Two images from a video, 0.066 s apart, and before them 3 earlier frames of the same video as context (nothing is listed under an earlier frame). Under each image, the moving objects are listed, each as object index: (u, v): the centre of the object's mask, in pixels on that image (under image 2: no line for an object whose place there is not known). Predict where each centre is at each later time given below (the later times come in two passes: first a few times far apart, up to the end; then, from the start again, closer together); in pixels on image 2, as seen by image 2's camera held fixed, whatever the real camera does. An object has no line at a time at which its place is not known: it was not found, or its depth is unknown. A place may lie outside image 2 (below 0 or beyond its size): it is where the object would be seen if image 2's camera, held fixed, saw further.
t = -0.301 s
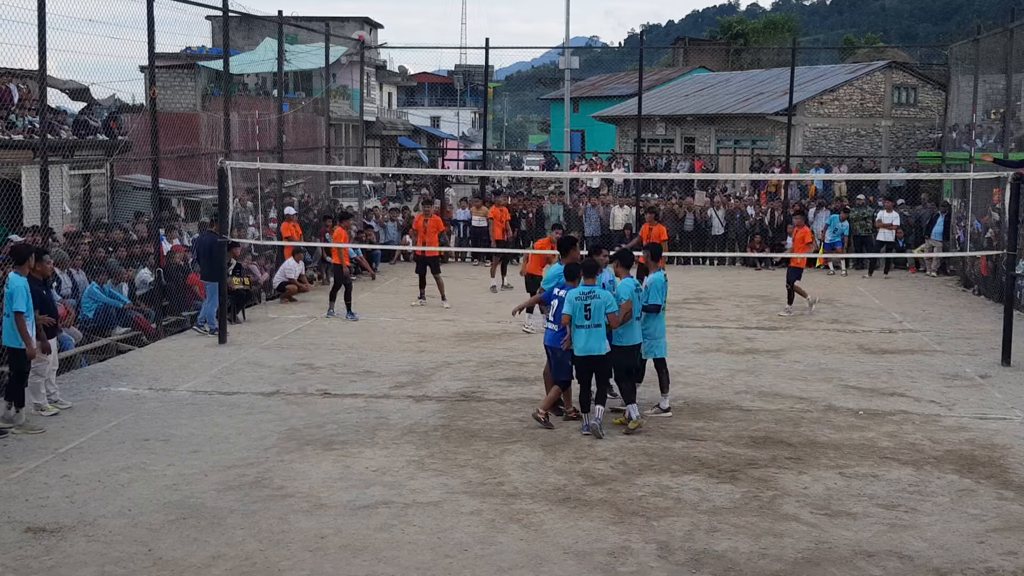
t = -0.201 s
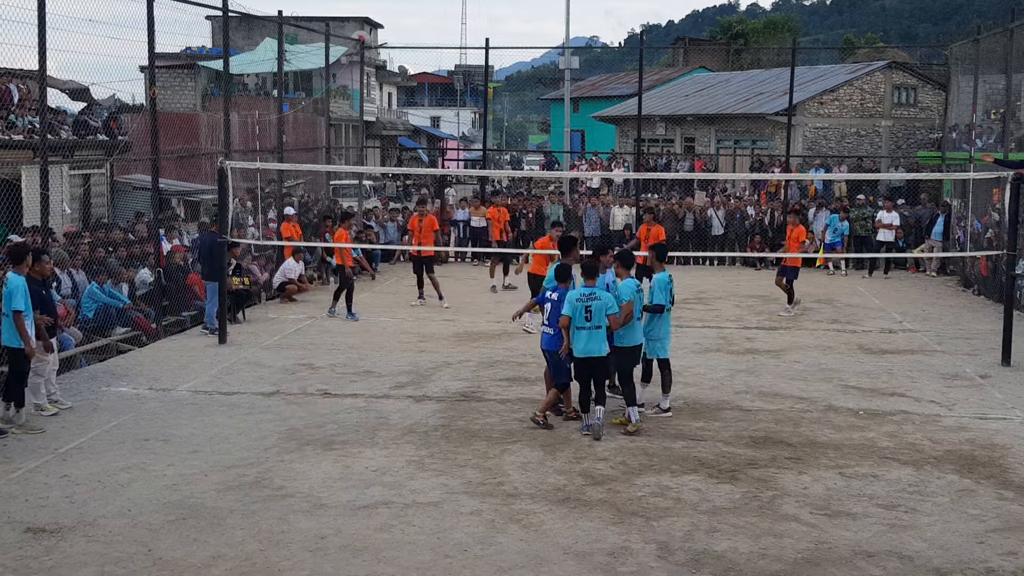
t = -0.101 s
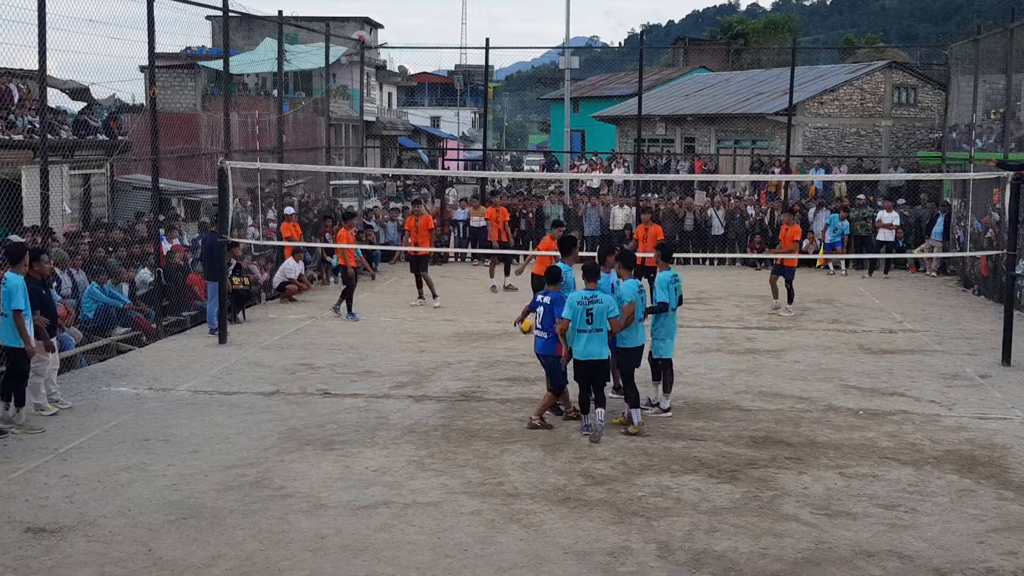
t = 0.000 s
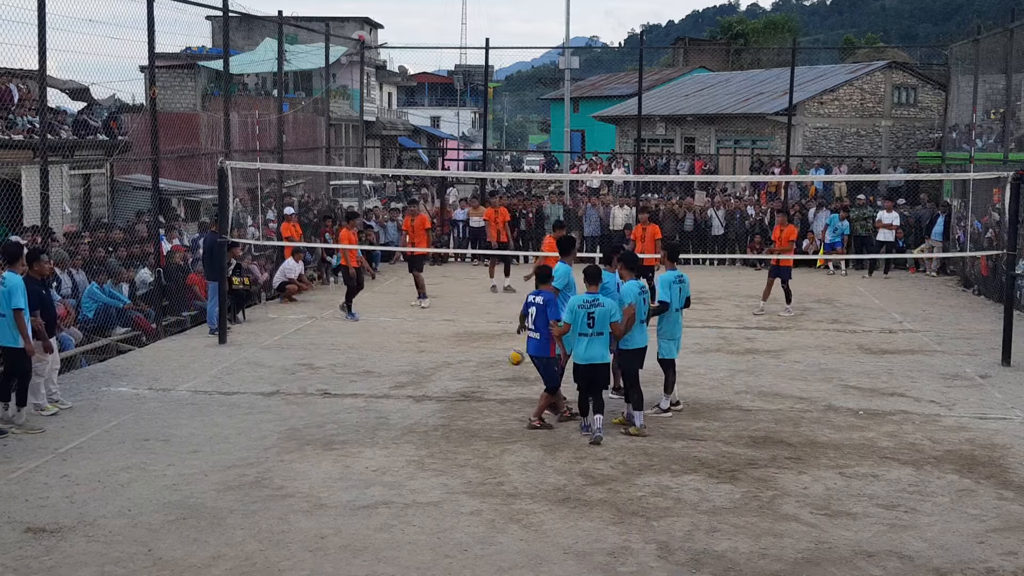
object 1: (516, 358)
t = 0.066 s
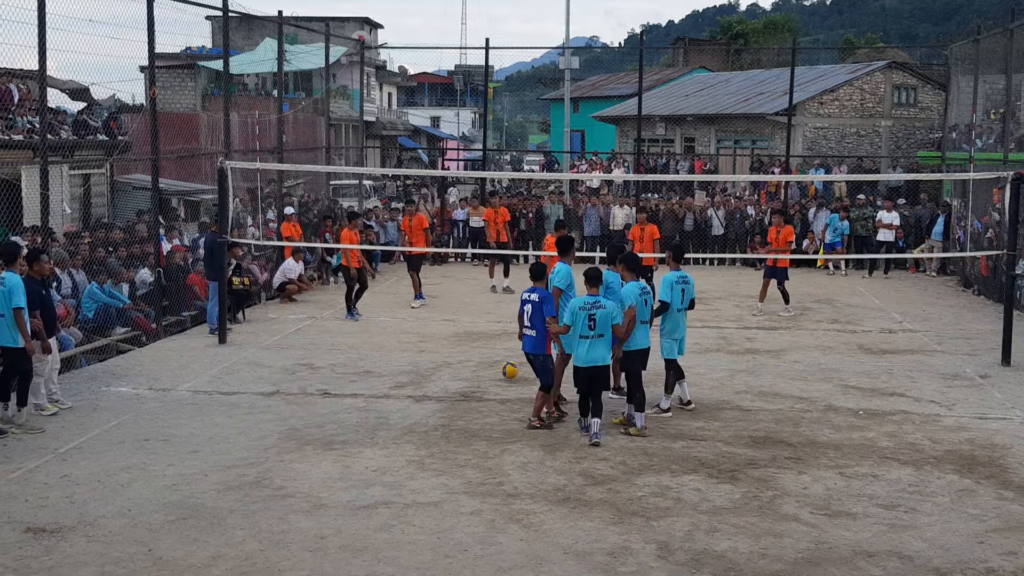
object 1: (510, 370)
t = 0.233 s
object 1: (492, 350)
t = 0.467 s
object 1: (463, 365)
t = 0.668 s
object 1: (436, 426)
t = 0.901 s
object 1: (403, 415)
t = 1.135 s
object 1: (362, 460)
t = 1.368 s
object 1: (314, 500)
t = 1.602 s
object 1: (256, 547)
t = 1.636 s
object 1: (247, 561)
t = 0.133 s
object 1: (503, 359)
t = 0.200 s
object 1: (495, 353)
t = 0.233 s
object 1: (492, 350)
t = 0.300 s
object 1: (484, 348)
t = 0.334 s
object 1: (480, 350)
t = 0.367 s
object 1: (476, 352)
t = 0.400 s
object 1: (471, 356)
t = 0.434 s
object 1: (468, 359)
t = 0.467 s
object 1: (463, 365)
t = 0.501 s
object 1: (459, 372)
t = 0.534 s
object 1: (454, 380)
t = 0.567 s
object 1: (450, 390)
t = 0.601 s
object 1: (444, 399)
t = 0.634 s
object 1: (441, 413)
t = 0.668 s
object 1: (436, 426)
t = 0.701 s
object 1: (431, 429)
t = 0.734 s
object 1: (426, 423)
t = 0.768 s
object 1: (422, 420)
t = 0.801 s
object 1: (417, 416)
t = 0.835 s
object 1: (413, 415)
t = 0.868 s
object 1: (407, 414)
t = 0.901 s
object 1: (403, 415)
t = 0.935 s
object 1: (397, 417)
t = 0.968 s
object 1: (392, 420)
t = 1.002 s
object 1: (386, 425)
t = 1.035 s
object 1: (380, 431)
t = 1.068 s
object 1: (375, 440)
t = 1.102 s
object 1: (369, 449)
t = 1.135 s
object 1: (362, 460)
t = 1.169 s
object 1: (356, 474)
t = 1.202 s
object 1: (350, 488)
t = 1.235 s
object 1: (343, 505)
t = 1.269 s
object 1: (336, 506)
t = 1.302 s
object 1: (329, 502)
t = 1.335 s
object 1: (322, 500)
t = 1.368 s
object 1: (314, 500)
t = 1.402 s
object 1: (307, 501)
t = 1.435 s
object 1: (298, 504)
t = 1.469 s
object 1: (291, 509)
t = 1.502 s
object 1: (283, 515)
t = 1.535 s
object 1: (274, 524)
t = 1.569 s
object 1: (265, 535)
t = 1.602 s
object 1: (256, 547)
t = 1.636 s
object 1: (247, 561)
